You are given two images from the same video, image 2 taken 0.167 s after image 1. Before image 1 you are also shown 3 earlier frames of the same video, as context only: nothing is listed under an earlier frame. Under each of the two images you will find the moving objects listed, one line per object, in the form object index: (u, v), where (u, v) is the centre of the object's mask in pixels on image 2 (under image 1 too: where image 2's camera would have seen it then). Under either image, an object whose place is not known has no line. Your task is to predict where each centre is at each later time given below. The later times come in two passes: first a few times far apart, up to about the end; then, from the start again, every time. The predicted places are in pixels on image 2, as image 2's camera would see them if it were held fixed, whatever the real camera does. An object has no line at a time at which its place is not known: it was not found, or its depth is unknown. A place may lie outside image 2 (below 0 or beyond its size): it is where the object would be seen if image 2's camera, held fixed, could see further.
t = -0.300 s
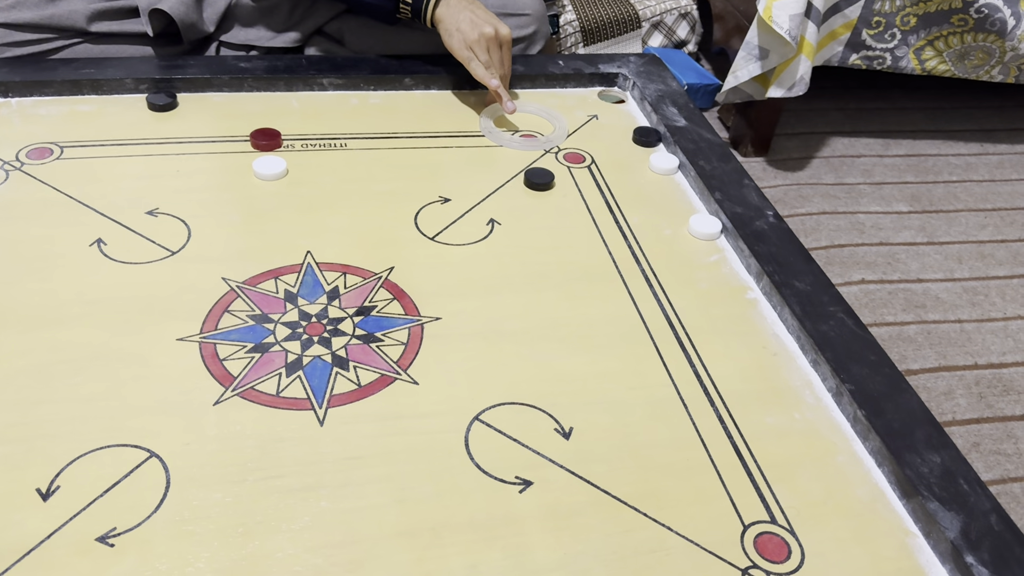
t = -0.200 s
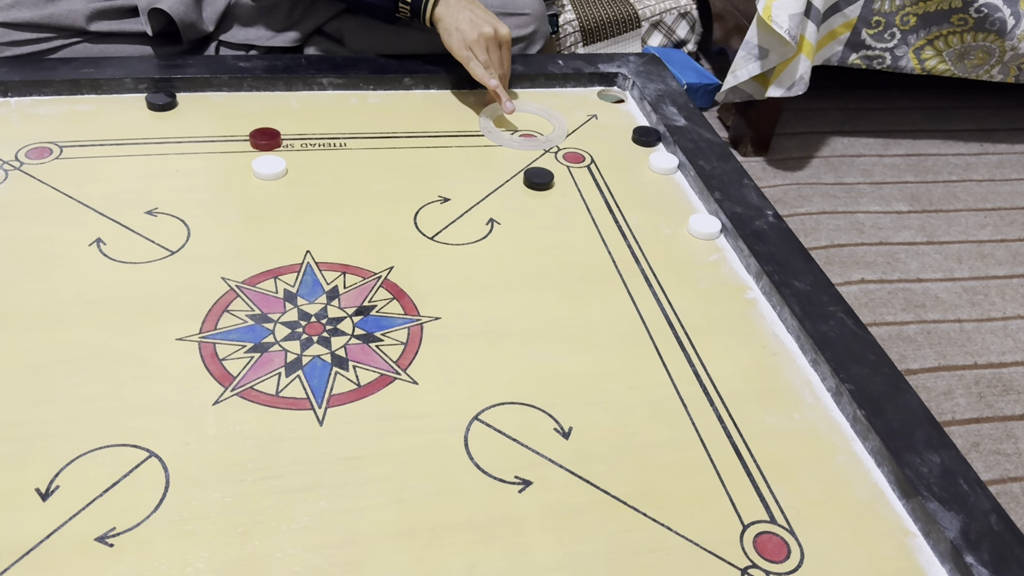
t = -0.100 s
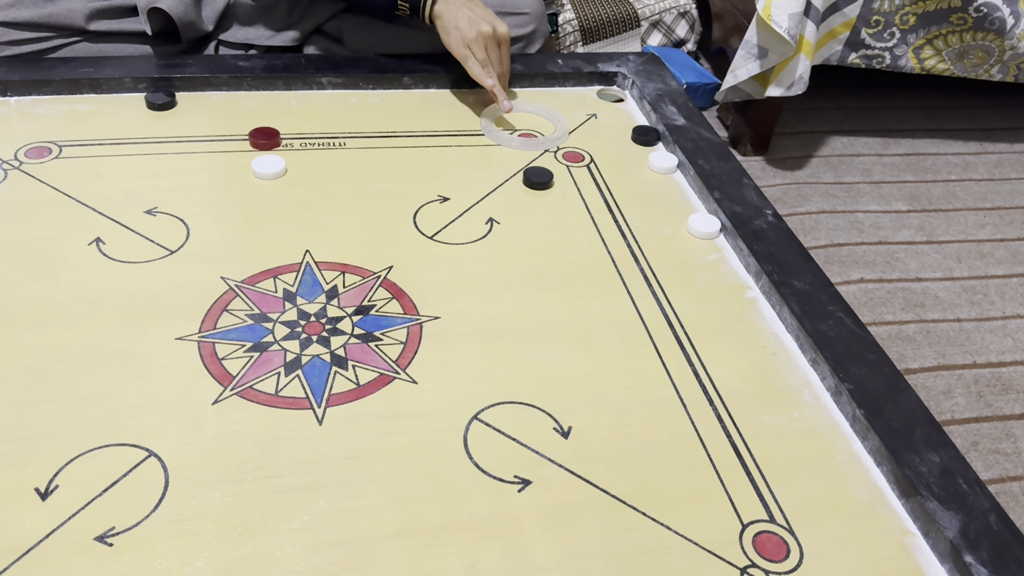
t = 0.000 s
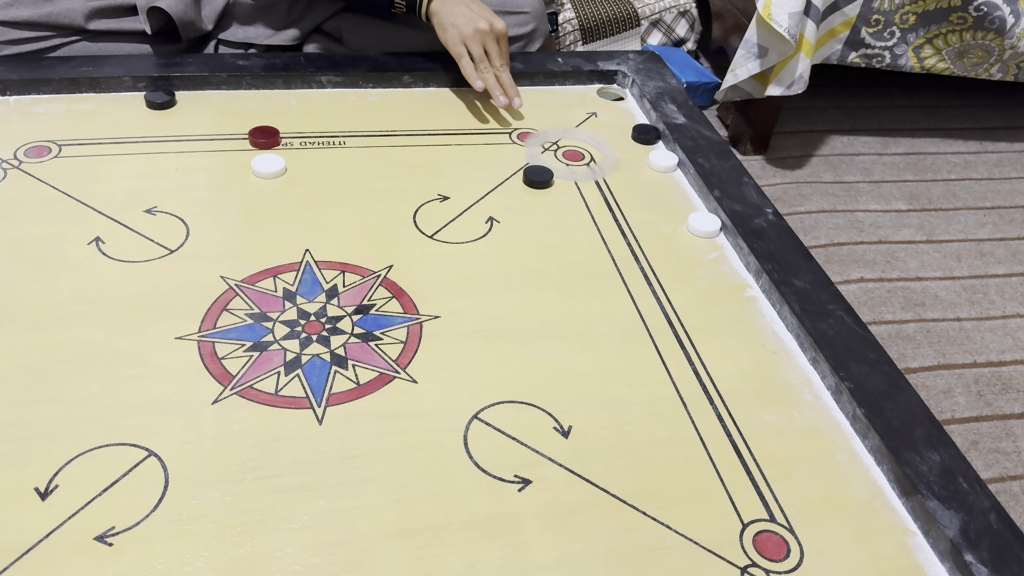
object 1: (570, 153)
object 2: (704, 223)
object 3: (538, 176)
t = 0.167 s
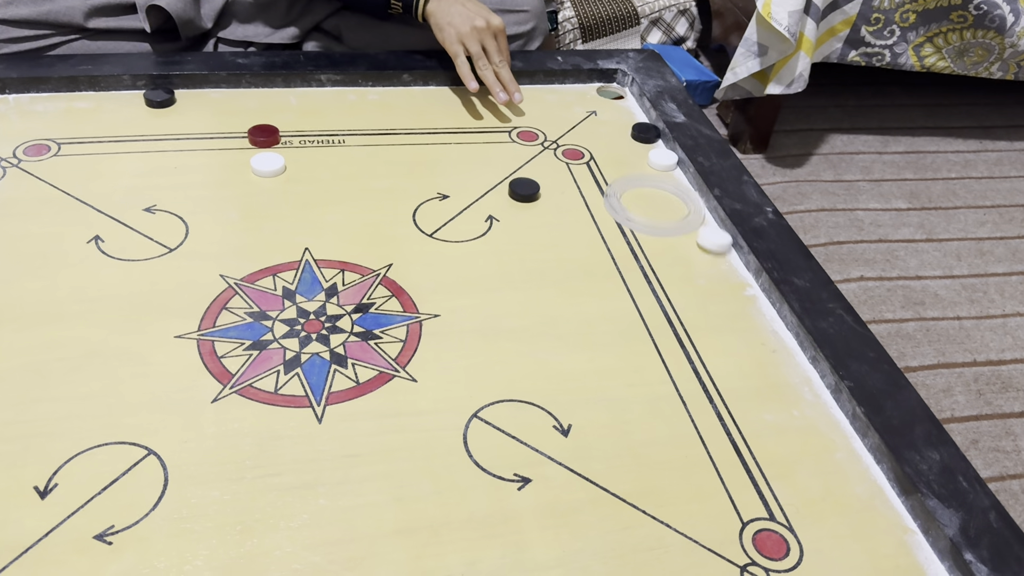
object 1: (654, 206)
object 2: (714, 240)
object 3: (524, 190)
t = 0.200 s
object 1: (653, 213)
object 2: (722, 258)
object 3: (522, 192)
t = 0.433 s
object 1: (660, 265)
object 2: (800, 390)
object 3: (513, 209)
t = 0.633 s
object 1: (676, 310)
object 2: (898, 533)
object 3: (512, 220)
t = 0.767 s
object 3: (514, 225)
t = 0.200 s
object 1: (653, 213)
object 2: (722, 258)
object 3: (522, 192)
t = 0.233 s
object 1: (654, 221)
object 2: (731, 275)
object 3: (520, 195)
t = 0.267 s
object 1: (654, 228)
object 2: (741, 292)
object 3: (518, 197)
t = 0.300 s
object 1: (655, 235)
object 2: (752, 309)
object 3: (517, 200)
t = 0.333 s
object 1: (656, 243)
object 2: (762, 329)
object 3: (516, 202)
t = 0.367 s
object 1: (657, 250)
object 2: (774, 349)
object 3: (514, 204)
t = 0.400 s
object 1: (659, 258)
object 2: (787, 369)
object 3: (514, 206)
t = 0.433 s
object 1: (660, 265)
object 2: (800, 390)
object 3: (513, 209)
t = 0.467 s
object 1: (662, 273)
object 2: (814, 412)
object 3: (512, 211)
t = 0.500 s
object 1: (664, 280)
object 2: (830, 434)
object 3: (512, 213)
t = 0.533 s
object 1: (667, 288)
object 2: (846, 458)
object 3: (511, 215)
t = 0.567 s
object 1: (669, 296)
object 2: (862, 482)
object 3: (511, 217)
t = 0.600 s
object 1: (673, 303)
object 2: (880, 507)
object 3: (511, 218)
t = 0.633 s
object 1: (676, 310)
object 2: (898, 533)
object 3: (512, 220)
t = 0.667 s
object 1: (679, 318)
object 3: (512, 221)
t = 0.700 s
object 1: (683, 325)
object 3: (513, 223)
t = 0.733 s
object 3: (514, 224)
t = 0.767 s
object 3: (514, 225)
